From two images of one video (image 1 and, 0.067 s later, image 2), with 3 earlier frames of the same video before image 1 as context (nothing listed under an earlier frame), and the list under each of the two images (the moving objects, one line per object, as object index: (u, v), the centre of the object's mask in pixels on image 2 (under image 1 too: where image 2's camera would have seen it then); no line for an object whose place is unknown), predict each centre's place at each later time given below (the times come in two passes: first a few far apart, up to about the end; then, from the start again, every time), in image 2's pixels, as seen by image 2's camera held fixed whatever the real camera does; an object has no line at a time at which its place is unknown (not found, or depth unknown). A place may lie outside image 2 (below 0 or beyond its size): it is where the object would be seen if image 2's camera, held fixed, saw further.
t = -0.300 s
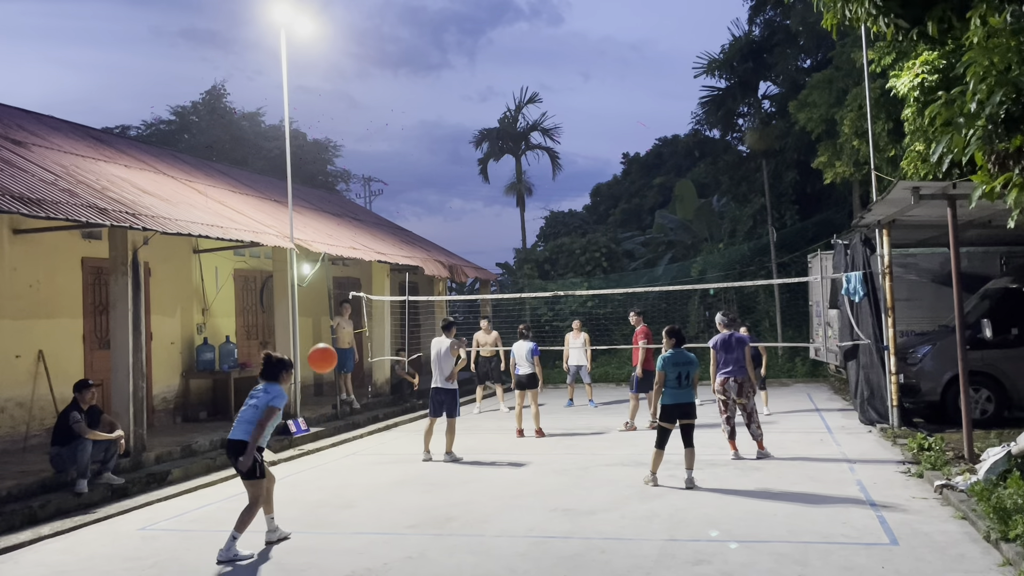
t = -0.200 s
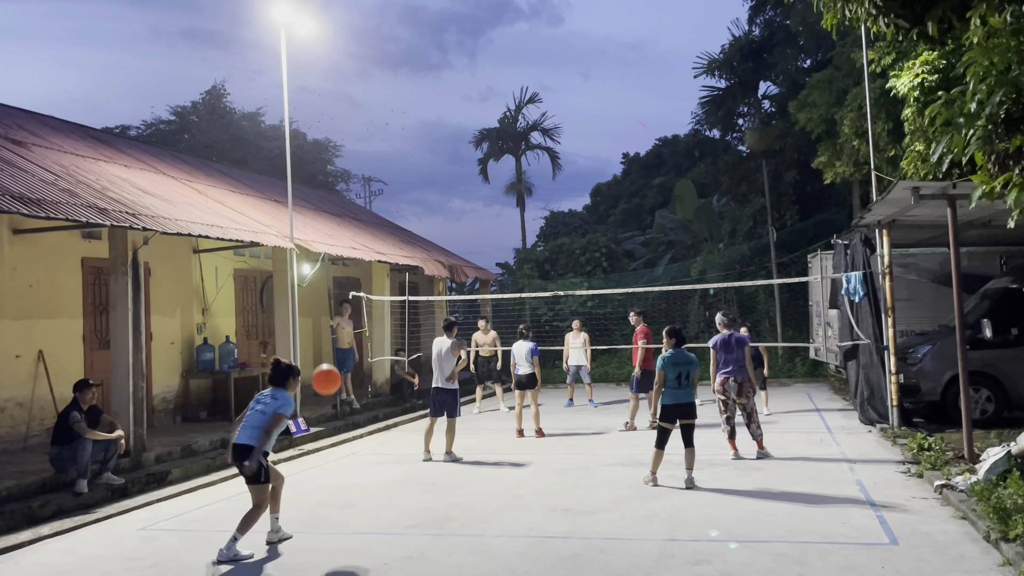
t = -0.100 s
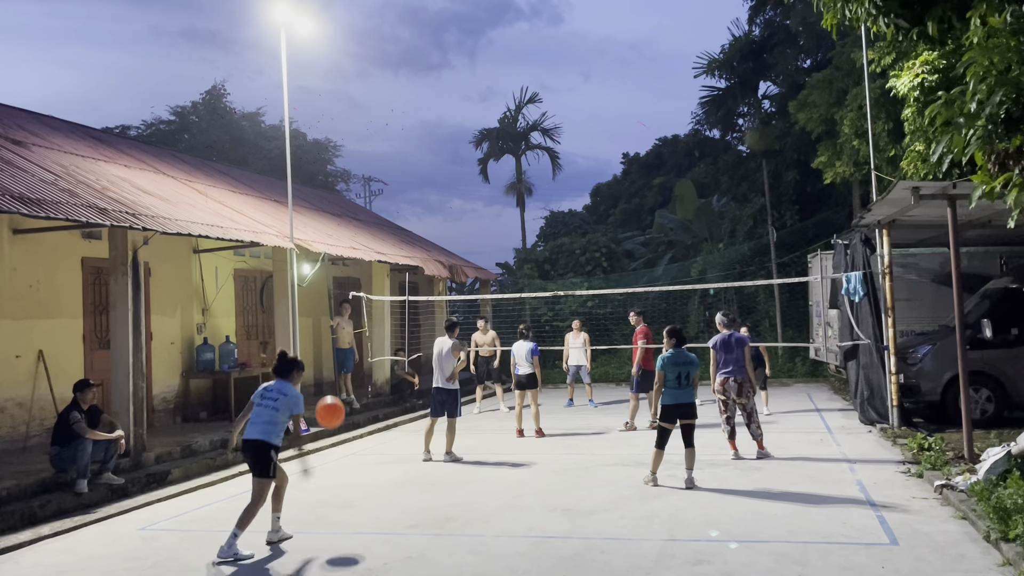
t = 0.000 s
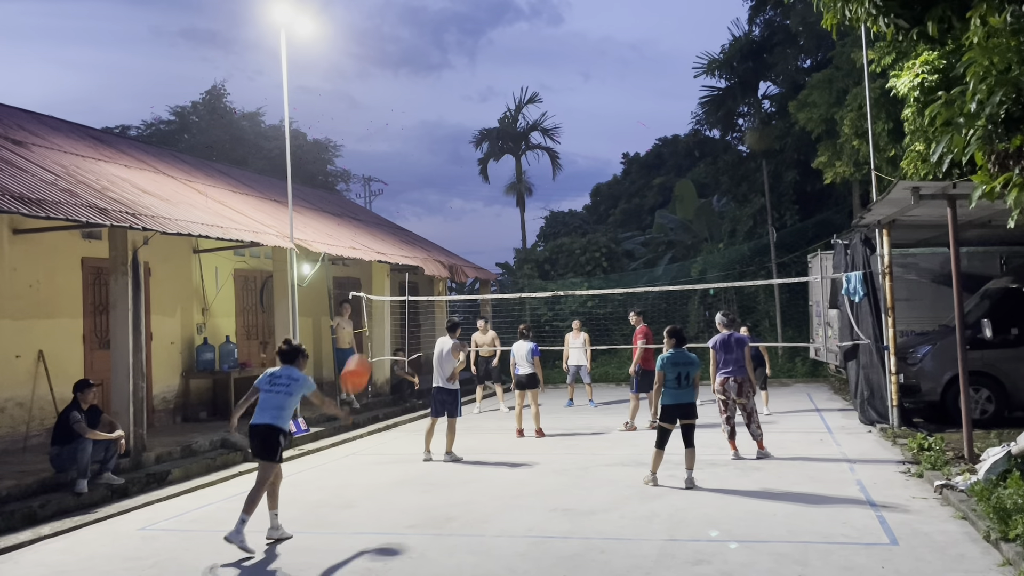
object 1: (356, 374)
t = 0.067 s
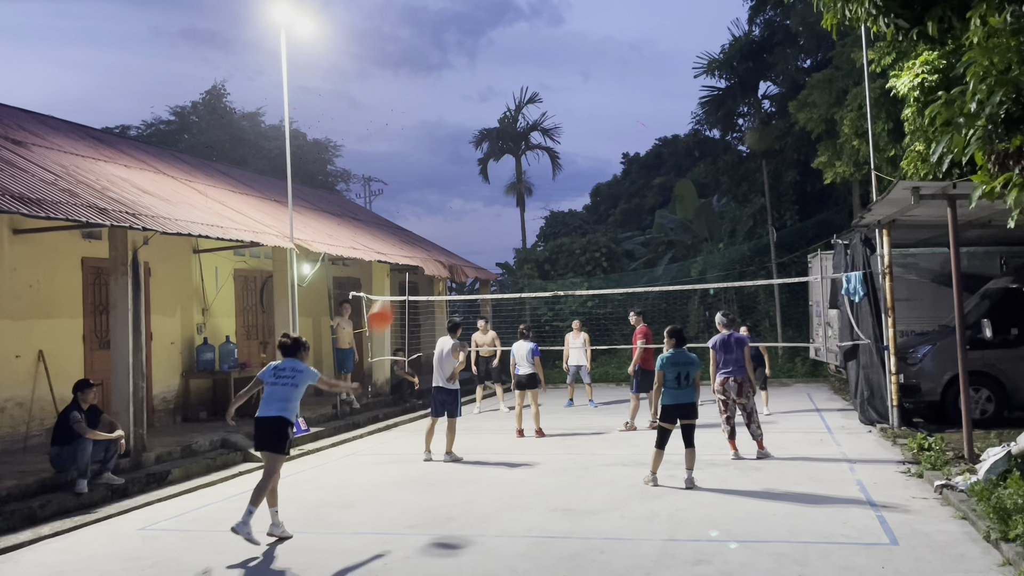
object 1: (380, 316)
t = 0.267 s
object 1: (436, 212)
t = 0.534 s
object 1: (482, 166)
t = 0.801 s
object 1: (514, 183)
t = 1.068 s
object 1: (539, 236)
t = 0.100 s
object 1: (393, 292)
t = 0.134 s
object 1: (402, 274)
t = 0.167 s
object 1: (413, 253)
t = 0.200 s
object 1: (420, 238)
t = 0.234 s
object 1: (429, 223)
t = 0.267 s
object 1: (436, 212)
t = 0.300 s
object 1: (442, 201)
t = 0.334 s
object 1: (449, 193)
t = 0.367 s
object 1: (455, 185)
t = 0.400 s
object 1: (461, 179)
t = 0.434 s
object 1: (467, 174)
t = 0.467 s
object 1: (472, 171)
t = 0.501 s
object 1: (477, 168)
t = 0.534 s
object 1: (482, 166)
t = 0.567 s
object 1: (486, 166)
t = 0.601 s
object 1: (491, 166)
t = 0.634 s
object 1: (495, 167)
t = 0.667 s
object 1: (499, 169)
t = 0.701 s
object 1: (503, 171)
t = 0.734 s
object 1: (507, 174)
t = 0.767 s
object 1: (511, 178)
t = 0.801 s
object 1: (514, 183)
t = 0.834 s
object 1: (517, 188)
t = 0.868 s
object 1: (521, 193)
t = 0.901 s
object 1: (524, 199)
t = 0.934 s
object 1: (527, 205)
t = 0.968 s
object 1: (530, 212)
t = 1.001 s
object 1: (533, 220)
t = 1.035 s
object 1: (536, 228)
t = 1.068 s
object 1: (539, 236)
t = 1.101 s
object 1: (542, 245)
